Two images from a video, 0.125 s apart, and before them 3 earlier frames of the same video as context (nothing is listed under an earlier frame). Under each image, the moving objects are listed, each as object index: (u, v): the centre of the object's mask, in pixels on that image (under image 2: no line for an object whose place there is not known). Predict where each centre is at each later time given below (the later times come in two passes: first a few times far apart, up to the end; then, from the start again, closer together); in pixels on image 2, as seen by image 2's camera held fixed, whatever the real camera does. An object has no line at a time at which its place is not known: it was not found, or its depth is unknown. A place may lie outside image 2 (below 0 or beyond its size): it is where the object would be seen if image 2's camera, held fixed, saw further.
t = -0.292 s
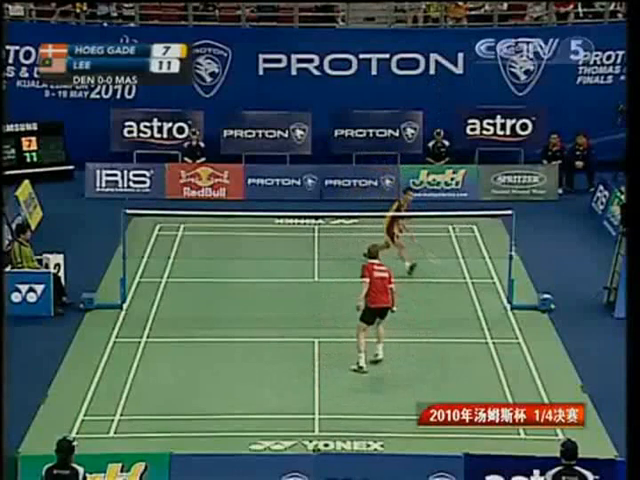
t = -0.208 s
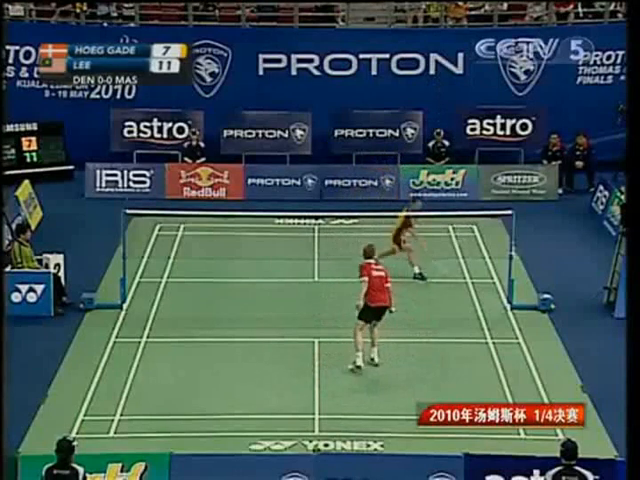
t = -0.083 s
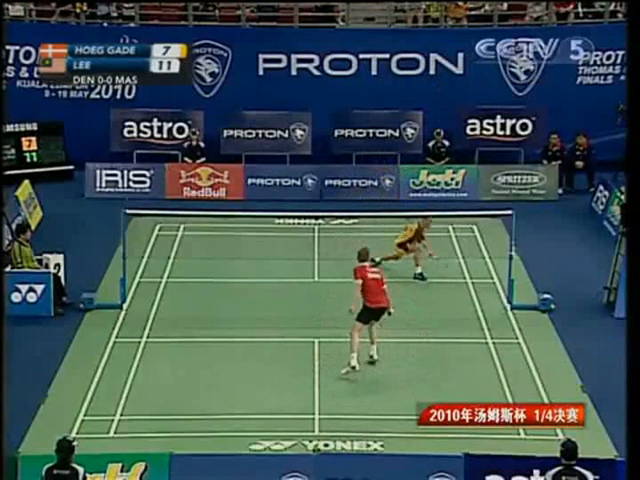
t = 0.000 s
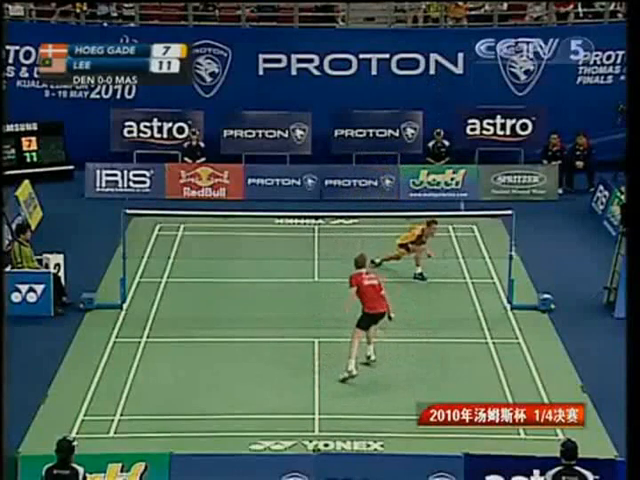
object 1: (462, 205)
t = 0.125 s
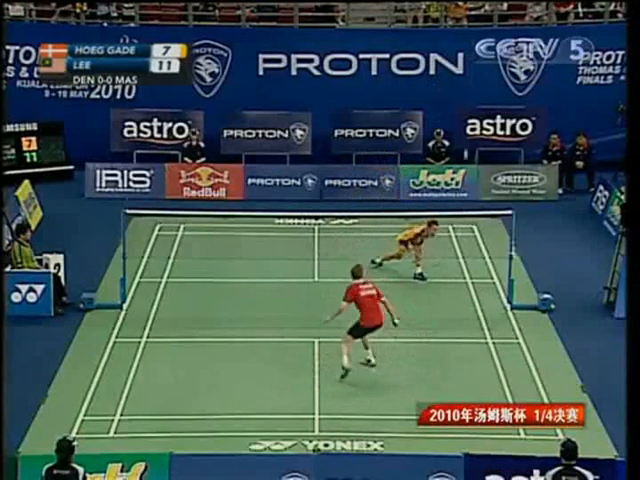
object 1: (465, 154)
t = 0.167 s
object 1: (466, 141)
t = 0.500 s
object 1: (472, 85)
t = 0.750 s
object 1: (472, 101)
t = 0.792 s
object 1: (472, 107)
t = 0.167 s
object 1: (466, 141)
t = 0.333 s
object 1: (470, 102)
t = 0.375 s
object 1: (471, 96)
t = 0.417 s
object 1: (472, 88)
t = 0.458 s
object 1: (472, 86)
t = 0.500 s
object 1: (472, 85)
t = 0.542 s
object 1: (473, 85)
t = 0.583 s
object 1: (473, 85)
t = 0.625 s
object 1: (473, 87)
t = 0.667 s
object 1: (473, 91)
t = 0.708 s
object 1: (473, 95)
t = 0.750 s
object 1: (472, 101)
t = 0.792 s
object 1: (472, 107)
